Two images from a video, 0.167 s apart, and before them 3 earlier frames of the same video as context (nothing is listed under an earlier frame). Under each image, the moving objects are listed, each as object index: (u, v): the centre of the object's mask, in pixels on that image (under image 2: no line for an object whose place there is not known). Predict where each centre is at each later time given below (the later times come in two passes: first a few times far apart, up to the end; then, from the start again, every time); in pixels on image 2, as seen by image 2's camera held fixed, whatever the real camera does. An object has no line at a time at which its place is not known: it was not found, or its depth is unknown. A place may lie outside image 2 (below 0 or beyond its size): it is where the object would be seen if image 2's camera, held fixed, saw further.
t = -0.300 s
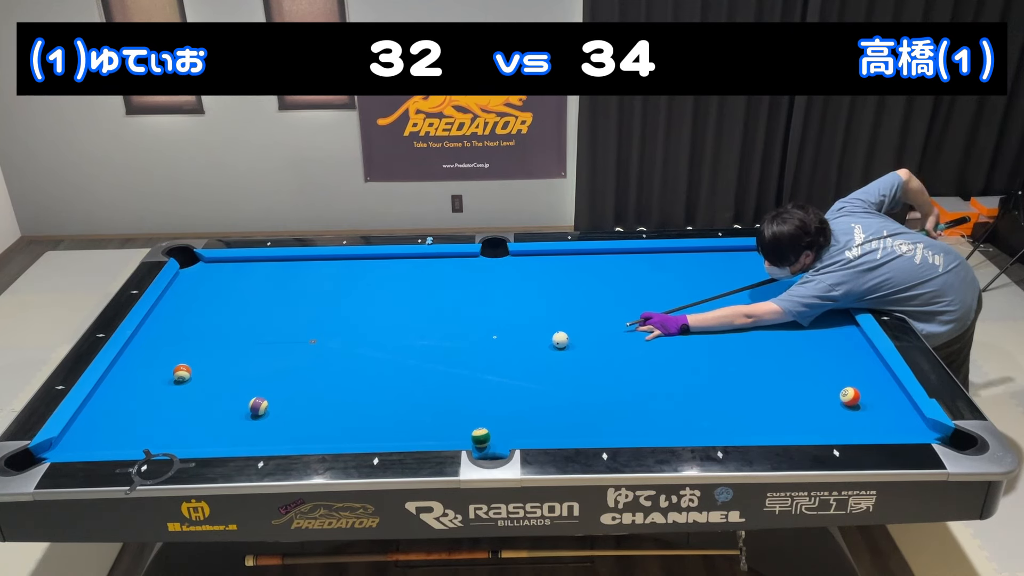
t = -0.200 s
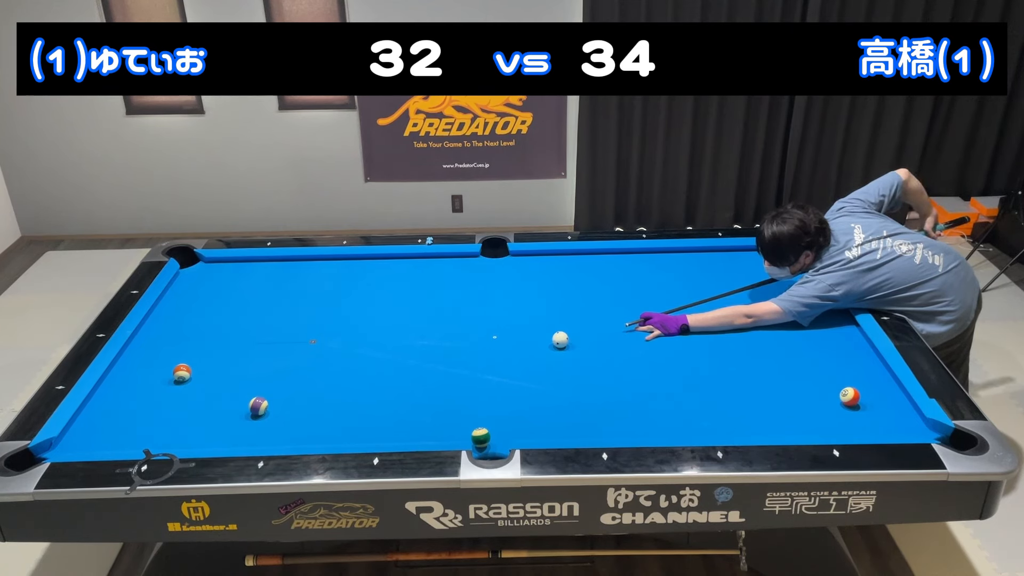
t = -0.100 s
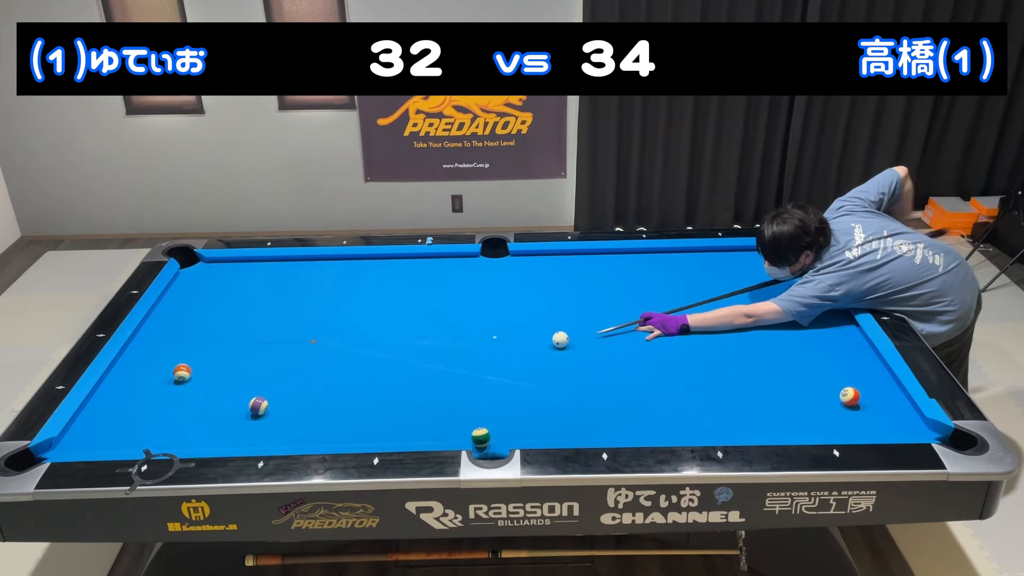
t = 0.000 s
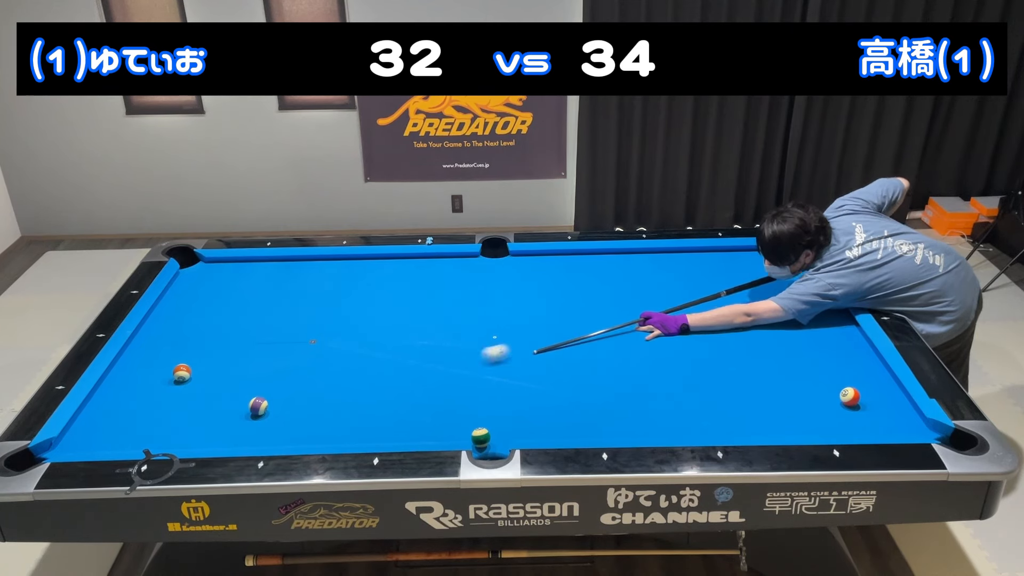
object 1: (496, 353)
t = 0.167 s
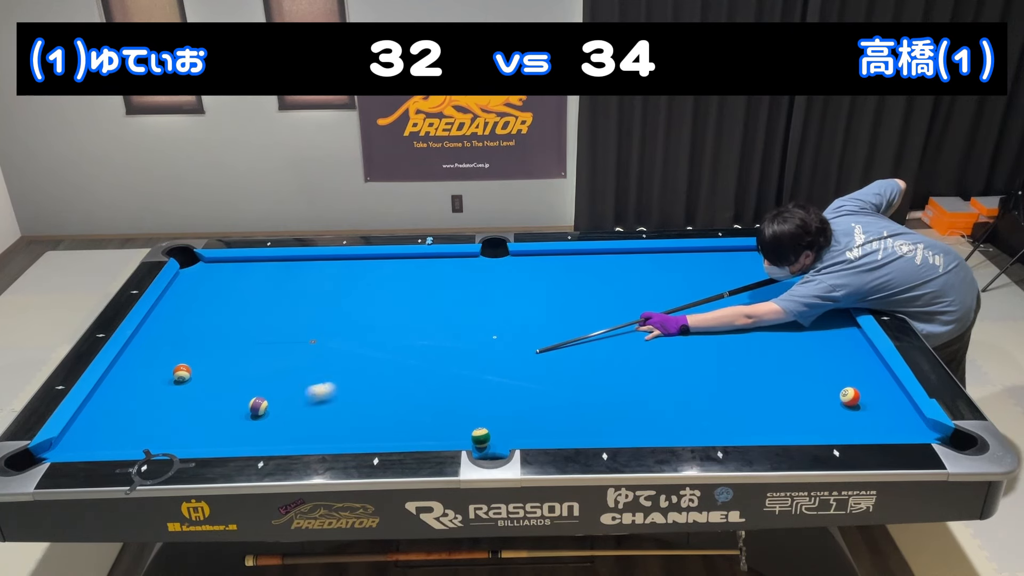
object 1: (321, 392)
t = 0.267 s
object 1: (278, 403)
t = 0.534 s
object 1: (312, 397)
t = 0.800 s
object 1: (351, 390)
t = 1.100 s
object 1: (392, 382)
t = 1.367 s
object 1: (425, 376)
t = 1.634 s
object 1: (456, 370)
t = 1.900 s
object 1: (485, 365)
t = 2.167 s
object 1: (511, 360)
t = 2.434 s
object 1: (536, 356)
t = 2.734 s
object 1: (561, 351)
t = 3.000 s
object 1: (582, 348)
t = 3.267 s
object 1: (600, 344)
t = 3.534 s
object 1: (618, 341)
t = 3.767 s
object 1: (631, 338)
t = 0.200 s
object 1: (286, 400)
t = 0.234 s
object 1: (277, 403)
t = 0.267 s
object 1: (278, 403)
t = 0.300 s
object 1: (279, 403)
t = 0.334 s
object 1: (282, 402)
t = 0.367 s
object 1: (286, 402)
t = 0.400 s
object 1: (291, 401)
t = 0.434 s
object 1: (296, 400)
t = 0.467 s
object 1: (302, 399)
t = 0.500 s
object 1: (307, 398)
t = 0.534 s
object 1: (312, 397)
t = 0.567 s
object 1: (317, 396)
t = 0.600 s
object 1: (322, 395)
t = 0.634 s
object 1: (327, 394)
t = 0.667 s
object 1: (332, 393)
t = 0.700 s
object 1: (337, 392)
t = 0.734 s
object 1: (342, 391)
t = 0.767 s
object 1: (346, 391)
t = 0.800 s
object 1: (351, 390)
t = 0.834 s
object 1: (356, 389)
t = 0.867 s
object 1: (360, 388)
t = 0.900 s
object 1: (365, 387)
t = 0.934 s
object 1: (369, 386)
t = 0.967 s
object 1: (374, 385)
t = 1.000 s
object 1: (378, 384)
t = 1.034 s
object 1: (383, 384)
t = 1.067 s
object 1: (388, 383)
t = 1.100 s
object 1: (392, 382)
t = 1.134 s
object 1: (396, 381)
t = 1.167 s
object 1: (400, 381)
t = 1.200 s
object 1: (405, 380)
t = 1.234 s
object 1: (409, 379)
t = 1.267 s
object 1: (413, 378)
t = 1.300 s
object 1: (417, 377)
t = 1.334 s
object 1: (421, 377)
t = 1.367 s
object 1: (425, 376)
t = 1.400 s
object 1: (429, 375)
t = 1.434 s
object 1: (433, 374)
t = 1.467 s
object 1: (437, 374)
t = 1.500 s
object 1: (441, 373)
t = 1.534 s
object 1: (445, 372)
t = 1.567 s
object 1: (449, 372)
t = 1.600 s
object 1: (453, 371)
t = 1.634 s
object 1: (456, 370)
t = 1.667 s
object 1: (460, 370)
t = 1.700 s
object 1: (463, 369)
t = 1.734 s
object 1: (467, 368)
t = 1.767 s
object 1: (471, 368)
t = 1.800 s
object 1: (474, 367)
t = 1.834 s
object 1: (478, 366)
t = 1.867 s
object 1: (481, 365)
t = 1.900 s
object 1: (485, 365)
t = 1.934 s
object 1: (488, 364)
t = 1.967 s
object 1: (492, 364)
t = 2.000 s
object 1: (495, 363)
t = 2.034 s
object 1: (499, 363)
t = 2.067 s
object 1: (502, 362)
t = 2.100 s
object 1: (505, 361)
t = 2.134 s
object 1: (508, 361)
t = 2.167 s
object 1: (511, 360)
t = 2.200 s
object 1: (515, 360)
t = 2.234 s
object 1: (518, 359)
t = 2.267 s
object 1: (521, 359)
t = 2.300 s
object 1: (524, 358)
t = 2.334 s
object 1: (527, 357)
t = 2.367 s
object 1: (530, 357)
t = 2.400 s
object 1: (533, 356)
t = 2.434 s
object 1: (536, 356)
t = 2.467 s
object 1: (539, 355)
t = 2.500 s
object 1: (542, 355)
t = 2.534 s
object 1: (545, 354)
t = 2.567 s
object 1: (548, 354)
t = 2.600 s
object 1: (550, 353)
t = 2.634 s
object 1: (553, 353)
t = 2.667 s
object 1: (556, 352)
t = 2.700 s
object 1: (559, 352)
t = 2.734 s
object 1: (561, 351)
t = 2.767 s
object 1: (564, 351)
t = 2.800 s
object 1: (567, 350)
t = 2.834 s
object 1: (569, 350)
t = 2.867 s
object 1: (572, 349)
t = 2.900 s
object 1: (574, 349)
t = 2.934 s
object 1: (577, 348)
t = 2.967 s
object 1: (579, 348)
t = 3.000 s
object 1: (582, 348)
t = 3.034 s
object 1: (584, 347)
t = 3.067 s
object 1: (587, 347)
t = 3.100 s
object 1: (589, 346)
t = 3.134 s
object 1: (591, 346)
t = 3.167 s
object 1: (594, 345)
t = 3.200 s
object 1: (596, 345)
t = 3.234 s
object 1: (598, 345)
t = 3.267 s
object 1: (600, 344)
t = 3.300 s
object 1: (603, 344)
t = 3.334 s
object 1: (605, 343)
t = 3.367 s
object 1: (607, 343)
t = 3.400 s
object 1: (609, 342)
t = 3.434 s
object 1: (612, 342)
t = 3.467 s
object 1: (614, 342)
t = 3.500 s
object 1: (616, 341)
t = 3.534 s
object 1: (618, 341)
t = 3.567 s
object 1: (620, 340)
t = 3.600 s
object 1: (622, 340)
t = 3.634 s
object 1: (624, 340)
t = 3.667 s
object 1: (625, 339)
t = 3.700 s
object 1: (627, 339)
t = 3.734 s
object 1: (629, 339)
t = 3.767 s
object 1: (631, 338)
